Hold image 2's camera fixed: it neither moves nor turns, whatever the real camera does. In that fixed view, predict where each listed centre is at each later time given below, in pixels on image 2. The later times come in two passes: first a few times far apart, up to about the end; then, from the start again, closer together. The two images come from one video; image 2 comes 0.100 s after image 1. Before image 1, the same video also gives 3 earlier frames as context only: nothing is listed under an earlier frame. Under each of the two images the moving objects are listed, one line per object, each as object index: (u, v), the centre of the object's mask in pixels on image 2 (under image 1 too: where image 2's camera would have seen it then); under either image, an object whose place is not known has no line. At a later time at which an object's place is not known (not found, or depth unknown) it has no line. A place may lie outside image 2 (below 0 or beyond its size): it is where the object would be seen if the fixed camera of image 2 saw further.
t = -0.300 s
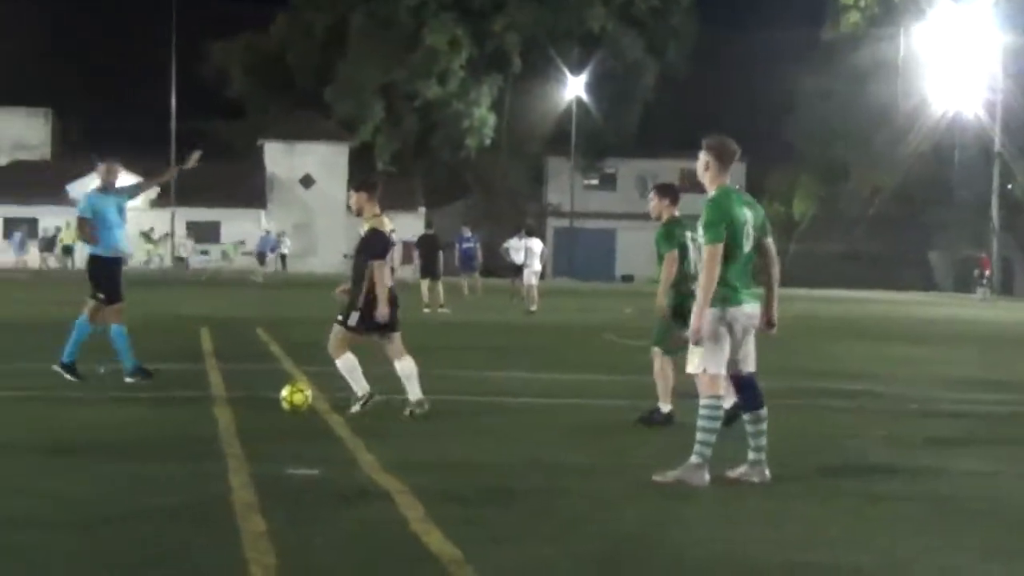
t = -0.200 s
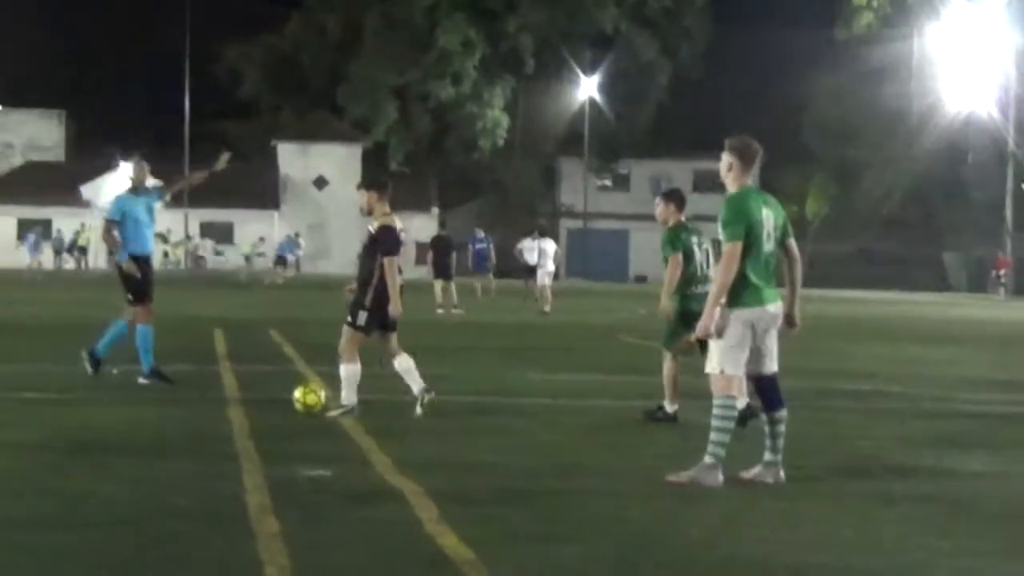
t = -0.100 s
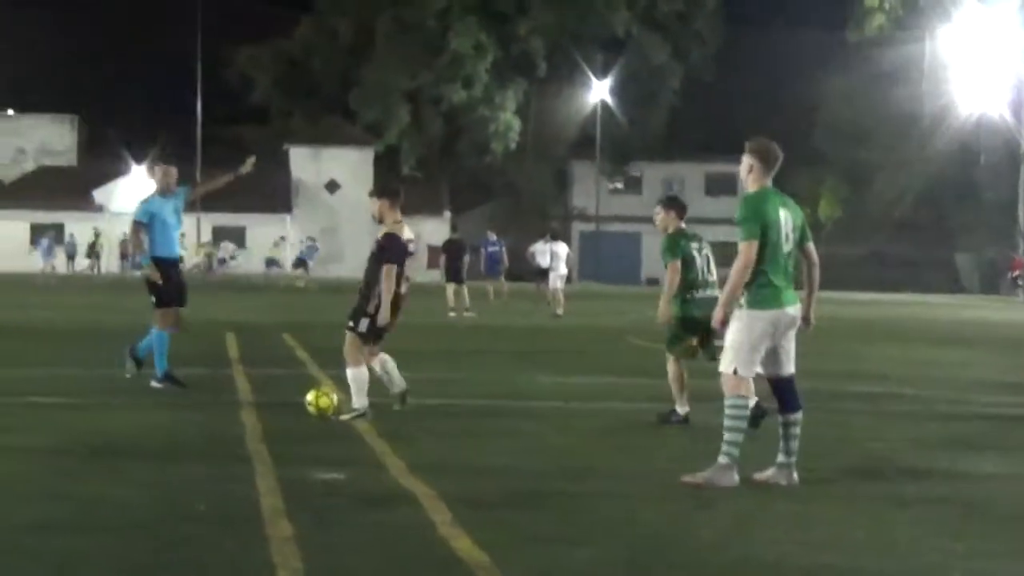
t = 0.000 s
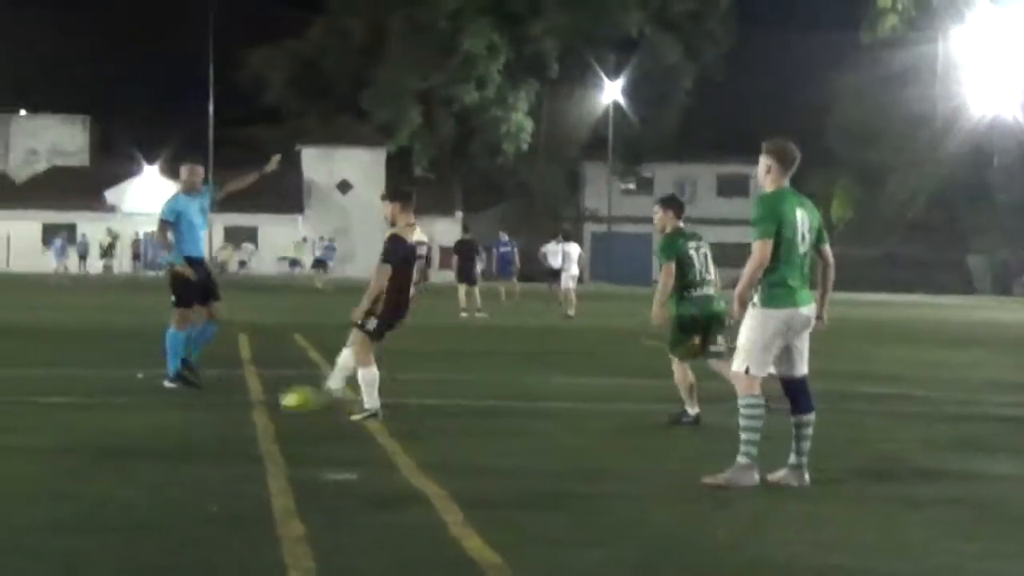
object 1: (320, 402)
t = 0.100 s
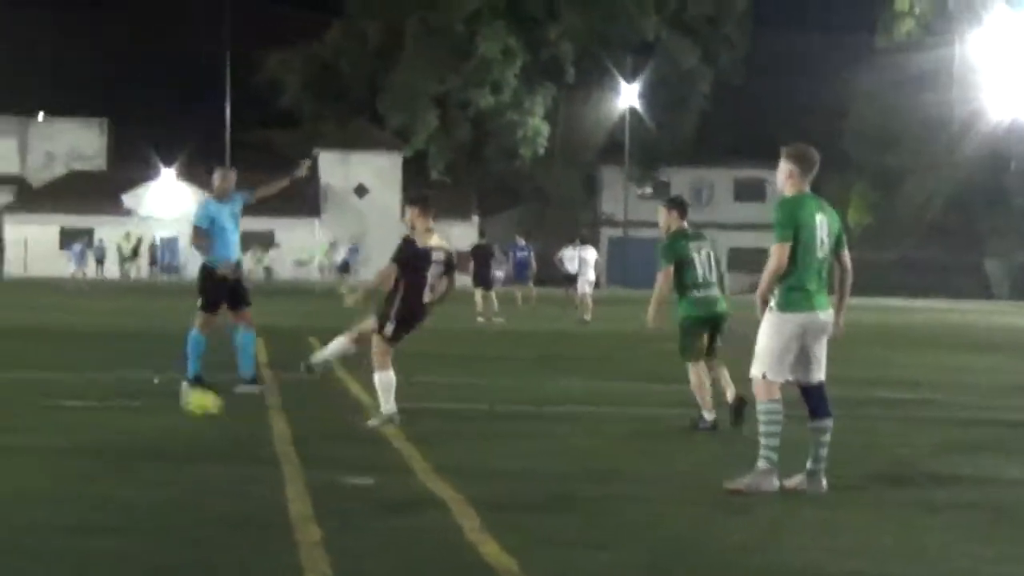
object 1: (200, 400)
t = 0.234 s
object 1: (63, 400)
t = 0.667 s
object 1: (-284, 401)
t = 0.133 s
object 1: (165, 401)
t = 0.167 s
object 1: (129, 401)
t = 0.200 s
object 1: (96, 401)
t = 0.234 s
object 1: (63, 400)
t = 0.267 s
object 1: (30, 399)
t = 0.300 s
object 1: (0, 399)
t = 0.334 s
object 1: (-31, 399)
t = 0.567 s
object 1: (-211, 401)
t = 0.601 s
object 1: (-238, 402)
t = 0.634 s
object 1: (-258, 402)
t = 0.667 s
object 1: (-284, 401)
